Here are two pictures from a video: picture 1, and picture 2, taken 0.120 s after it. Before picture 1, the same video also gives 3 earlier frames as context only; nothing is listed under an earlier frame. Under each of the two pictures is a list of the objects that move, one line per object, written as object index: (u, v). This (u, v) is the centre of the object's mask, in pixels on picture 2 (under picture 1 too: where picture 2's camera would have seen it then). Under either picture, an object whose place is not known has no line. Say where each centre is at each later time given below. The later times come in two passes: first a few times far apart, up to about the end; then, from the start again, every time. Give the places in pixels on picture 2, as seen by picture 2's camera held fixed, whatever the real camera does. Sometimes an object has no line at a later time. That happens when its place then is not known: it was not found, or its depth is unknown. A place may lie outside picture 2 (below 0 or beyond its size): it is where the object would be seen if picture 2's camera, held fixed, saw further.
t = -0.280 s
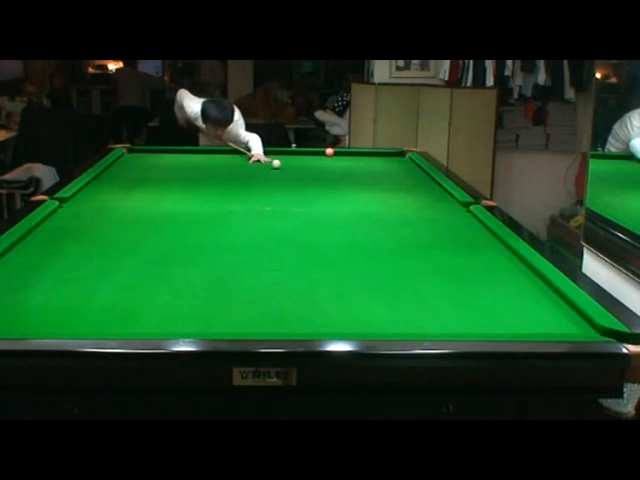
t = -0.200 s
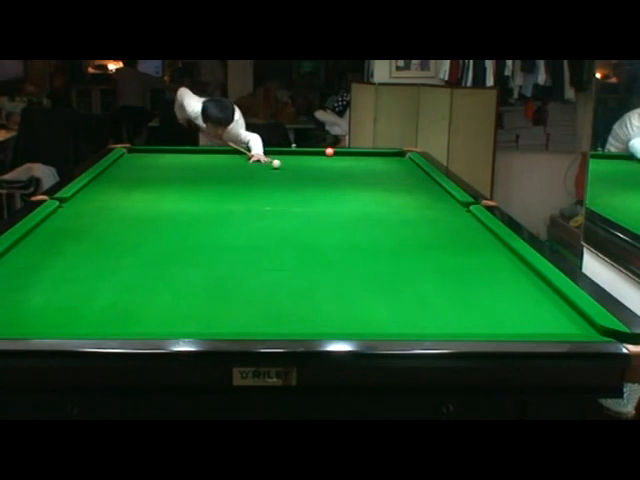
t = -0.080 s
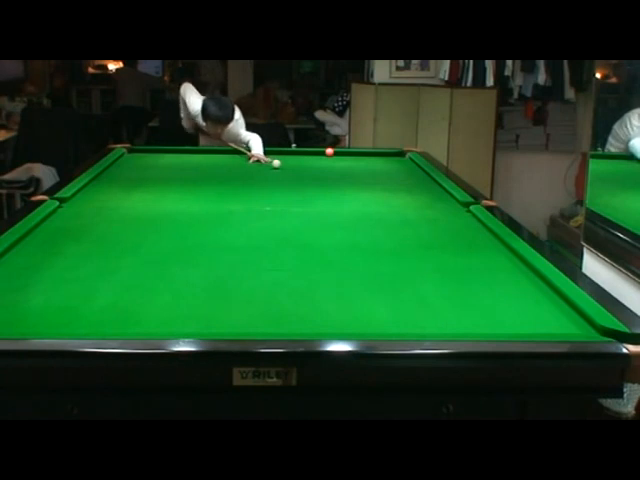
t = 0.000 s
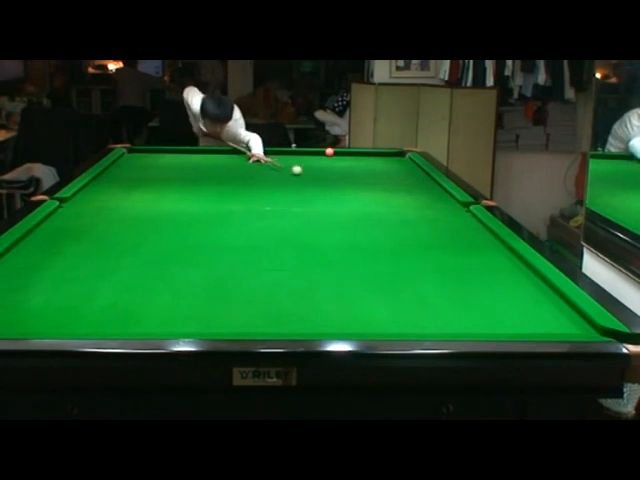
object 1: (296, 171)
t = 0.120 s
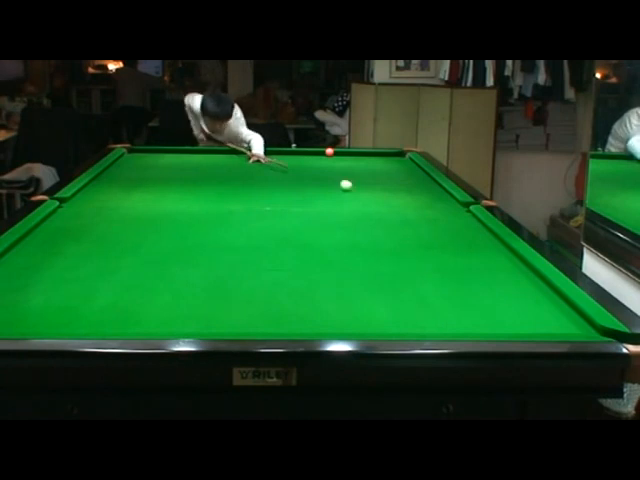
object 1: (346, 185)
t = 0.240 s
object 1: (401, 205)
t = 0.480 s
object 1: (473, 245)
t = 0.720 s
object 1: (441, 298)
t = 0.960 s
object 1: (340, 305)
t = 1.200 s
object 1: (224, 264)
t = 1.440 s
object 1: (140, 235)
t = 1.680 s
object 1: (73, 212)
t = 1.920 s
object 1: (120, 196)
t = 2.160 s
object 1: (175, 184)
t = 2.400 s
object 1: (222, 172)
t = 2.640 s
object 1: (262, 165)
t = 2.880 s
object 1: (296, 157)
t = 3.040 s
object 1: (317, 152)
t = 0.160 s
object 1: (362, 192)
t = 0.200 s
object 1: (380, 198)
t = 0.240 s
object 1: (401, 205)
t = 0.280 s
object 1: (421, 208)
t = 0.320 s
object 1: (443, 216)
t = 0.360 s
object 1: (461, 222)
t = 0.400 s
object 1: (482, 228)
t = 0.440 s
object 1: (480, 235)
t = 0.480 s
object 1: (473, 245)
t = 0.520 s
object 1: (466, 253)
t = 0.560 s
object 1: (460, 260)
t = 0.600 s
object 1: (455, 266)
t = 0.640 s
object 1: (453, 273)
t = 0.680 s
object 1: (447, 283)
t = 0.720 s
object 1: (441, 298)
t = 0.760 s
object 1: (431, 309)
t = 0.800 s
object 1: (424, 322)
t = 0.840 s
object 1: (419, 326)
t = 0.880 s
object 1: (392, 319)
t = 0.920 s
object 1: (363, 314)
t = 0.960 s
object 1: (340, 305)
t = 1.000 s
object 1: (318, 291)
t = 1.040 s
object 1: (296, 284)
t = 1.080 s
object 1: (277, 277)
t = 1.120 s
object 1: (257, 275)
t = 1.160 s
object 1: (241, 270)
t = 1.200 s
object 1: (224, 264)
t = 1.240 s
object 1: (207, 254)
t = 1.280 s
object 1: (194, 250)
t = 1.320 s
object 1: (179, 245)
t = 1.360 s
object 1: (166, 241)
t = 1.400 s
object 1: (151, 239)
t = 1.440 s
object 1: (140, 235)
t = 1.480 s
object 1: (127, 228)
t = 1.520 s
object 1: (115, 224)
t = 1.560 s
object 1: (103, 222)
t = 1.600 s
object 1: (93, 217)
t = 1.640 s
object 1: (84, 213)
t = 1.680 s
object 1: (73, 212)
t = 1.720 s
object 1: (63, 208)
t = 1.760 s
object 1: (74, 203)
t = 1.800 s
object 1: (87, 203)
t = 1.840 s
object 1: (99, 199)
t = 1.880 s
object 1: (110, 197)
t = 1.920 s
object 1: (120, 196)
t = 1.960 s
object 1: (130, 194)
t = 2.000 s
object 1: (140, 190)
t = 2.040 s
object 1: (149, 188)
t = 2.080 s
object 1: (158, 186)
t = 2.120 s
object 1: (167, 186)
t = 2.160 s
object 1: (175, 184)
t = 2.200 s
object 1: (183, 182)
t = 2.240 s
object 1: (192, 179)
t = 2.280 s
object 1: (200, 177)
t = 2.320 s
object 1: (208, 175)
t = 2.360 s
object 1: (215, 175)
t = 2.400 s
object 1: (222, 172)
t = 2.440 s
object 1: (229, 172)
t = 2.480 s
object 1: (236, 171)
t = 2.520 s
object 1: (243, 168)
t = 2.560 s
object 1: (249, 168)
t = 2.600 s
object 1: (256, 165)
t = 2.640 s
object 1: (262, 165)
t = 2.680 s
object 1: (268, 162)
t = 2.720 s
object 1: (275, 161)
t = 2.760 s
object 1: (279, 161)
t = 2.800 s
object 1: (286, 159)
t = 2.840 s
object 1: (291, 159)
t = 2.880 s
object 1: (296, 157)
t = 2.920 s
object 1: (301, 156)
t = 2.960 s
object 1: (307, 154)
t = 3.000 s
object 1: (312, 153)
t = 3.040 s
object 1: (317, 152)
